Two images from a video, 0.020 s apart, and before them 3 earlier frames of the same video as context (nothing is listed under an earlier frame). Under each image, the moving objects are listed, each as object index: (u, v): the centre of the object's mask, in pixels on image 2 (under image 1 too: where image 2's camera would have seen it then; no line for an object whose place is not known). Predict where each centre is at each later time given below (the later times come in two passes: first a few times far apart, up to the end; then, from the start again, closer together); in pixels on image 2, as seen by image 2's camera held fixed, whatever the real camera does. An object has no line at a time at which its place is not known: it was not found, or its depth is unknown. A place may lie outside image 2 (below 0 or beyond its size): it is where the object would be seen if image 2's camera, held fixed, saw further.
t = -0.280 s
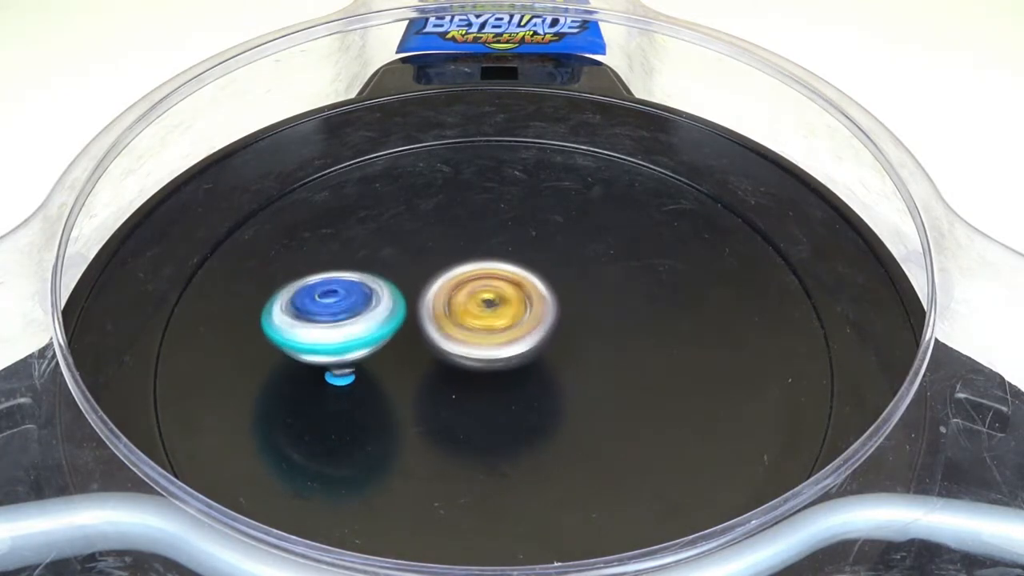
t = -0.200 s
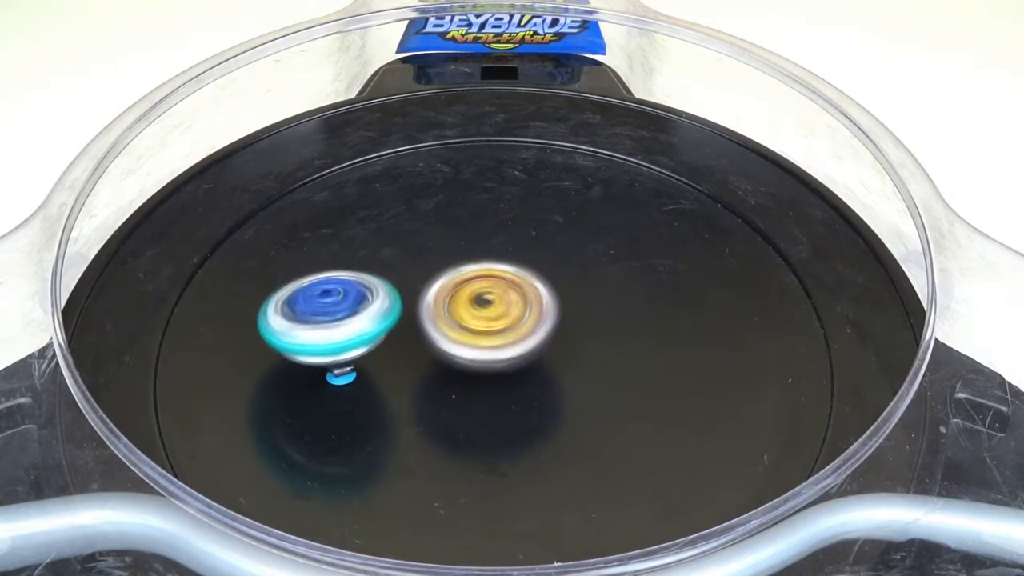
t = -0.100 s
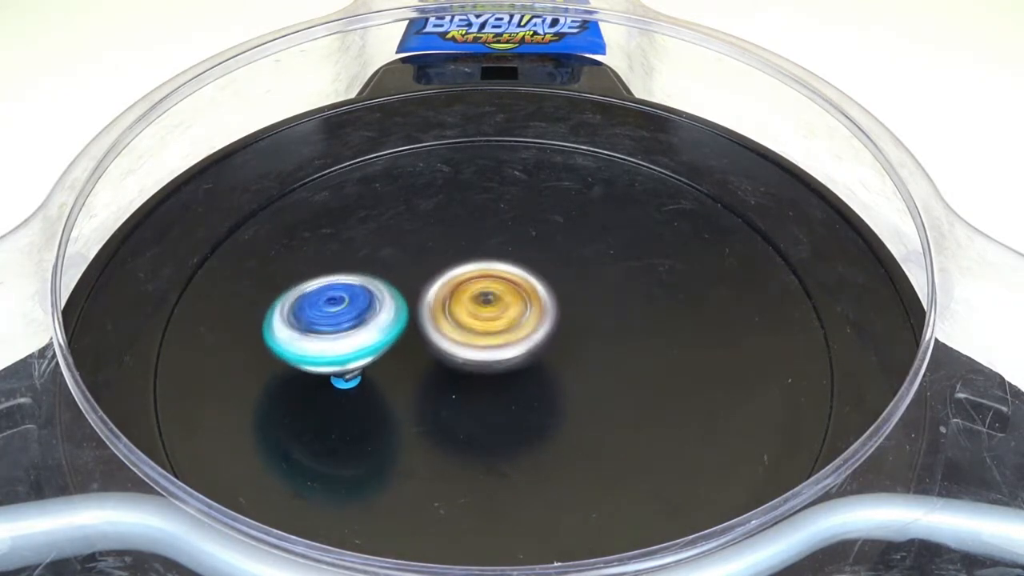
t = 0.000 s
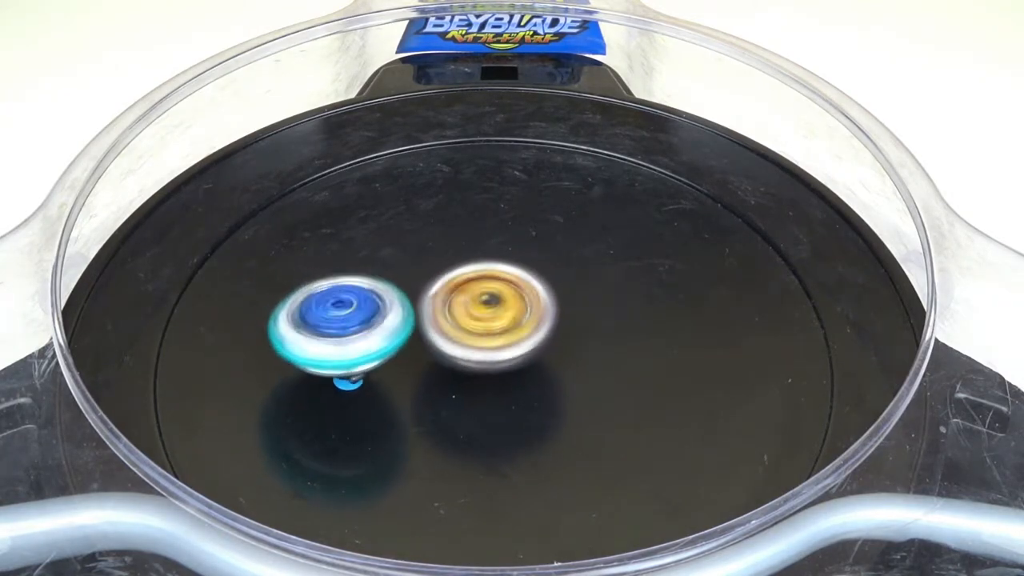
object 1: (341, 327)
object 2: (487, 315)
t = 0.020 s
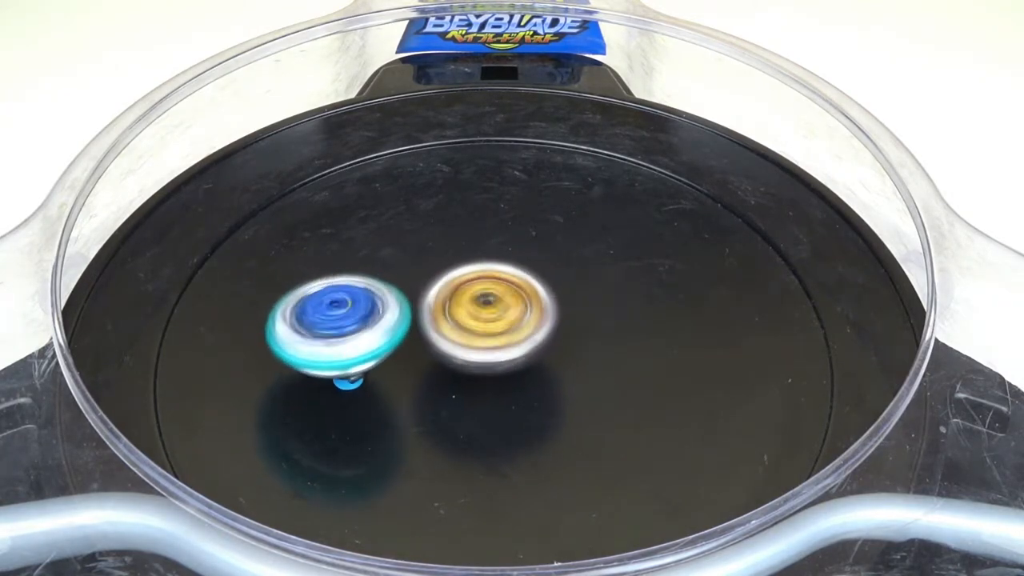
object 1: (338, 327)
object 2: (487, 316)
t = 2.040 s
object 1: (357, 342)
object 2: (530, 341)
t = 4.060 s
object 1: (344, 315)
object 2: (535, 334)
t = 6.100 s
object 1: (397, 328)
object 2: (533, 327)
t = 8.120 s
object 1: (389, 353)
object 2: (512, 332)
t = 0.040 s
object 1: (336, 325)
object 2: (488, 316)
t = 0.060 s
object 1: (338, 324)
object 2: (489, 316)
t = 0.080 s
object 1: (341, 324)
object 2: (488, 316)
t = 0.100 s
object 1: (344, 327)
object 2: (489, 317)
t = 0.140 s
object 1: (339, 328)
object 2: (490, 319)
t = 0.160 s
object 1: (339, 327)
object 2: (491, 319)
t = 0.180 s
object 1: (340, 327)
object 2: (491, 319)
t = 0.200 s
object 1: (344, 327)
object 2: (491, 319)
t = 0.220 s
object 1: (345, 329)
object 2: (491, 319)
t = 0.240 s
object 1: (342, 330)
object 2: (491, 321)
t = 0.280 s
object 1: (339, 329)
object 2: (493, 321)
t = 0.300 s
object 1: (342, 328)
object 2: (493, 321)
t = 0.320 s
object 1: (346, 330)
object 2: (493, 321)
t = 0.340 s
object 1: (344, 331)
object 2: (493, 321)
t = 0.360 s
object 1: (341, 332)
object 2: (494, 322)
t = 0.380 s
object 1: (339, 331)
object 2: (495, 322)
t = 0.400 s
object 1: (341, 330)
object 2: (496, 321)
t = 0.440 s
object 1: (347, 333)
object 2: (495, 321)
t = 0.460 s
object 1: (345, 334)
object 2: (496, 323)
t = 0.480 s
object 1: (343, 333)
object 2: (497, 322)
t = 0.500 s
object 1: (344, 333)
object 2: (497, 322)
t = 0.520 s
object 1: (348, 333)
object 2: (496, 322)
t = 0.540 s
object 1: (349, 335)
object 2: (496, 321)
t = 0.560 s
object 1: (347, 336)
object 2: (496, 322)
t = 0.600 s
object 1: (346, 335)
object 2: (498, 322)
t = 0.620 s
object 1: (350, 335)
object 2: (497, 321)
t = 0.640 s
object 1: (351, 337)
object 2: (497, 321)
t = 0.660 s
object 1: (350, 338)
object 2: (497, 322)
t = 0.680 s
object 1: (347, 338)
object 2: (498, 322)
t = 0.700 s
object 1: (348, 337)
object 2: (499, 322)
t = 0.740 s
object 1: (353, 338)
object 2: (497, 321)
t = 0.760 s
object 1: (352, 339)
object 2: (497, 322)
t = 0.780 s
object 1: (349, 341)
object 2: (498, 322)
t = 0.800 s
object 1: (350, 339)
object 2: (498, 321)
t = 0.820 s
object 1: (352, 338)
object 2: (497, 321)
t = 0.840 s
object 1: (354, 339)
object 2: (497, 321)
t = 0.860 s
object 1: (353, 341)
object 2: (497, 322)
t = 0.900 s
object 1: (353, 341)
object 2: (498, 321)
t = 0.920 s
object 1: (352, 340)
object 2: (497, 321)
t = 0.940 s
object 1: (354, 340)
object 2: (497, 321)
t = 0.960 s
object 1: (352, 341)
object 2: (498, 321)
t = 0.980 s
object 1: (351, 342)
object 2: (501, 321)
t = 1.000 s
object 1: (352, 340)
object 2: (502, 322)
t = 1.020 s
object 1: (356, 339)
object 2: (501, 323)
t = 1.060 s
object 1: (355, 343)
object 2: (505, 325)
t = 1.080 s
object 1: (355, 340)
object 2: (507, 324)
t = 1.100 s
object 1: (357, 339)
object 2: (507, 324)
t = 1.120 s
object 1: (358, 340)
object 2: (507, 325)
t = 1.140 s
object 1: (359, 344)
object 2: (508, 326)
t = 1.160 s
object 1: (358, 344)
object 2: (509, 327)
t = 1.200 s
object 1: (357, 341)
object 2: (509, 326)
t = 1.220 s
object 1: (359, 342)
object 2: (509, 326)
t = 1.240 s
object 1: (362, 343)
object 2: (509, 327)
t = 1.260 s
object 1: (362, 345)
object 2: (510, 327)
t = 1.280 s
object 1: (360, 345)
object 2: (510, 327)
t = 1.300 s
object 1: (358, 345)
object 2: (509, 327)
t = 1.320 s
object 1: (360, 344)
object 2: (509, 327)
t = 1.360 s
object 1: (364, 345)
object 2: (510, 327)
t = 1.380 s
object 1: (363, 348)
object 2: (509, 327)
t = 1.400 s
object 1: (362, 348)
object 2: (509, 326)
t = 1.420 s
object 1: (361, 347)
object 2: (509, 327)
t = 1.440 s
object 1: (362, 344)
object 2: (510, 327)
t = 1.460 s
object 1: (363, 345)
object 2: (510, 327)
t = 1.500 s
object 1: (359, 345)
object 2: (514, 323)
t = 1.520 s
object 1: (355, 348)
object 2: (515, 323)
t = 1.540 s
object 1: (352, 347)
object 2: (515, 324)
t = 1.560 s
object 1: (354, 344)
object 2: (517, 325)
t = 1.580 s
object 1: (357, 342)
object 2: (516, 326)
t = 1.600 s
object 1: (360, 343)
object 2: (516, 327)
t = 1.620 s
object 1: (360, 347)
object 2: (515, 329)
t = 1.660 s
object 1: (356, 347)
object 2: (514, 330)
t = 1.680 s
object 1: (355, 344)
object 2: (513, 331)
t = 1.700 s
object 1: (359, 344)
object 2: (513, 333)
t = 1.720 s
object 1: (363, 345)
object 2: (513, 333)
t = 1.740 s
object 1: (363, 347)
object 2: (513, 335)
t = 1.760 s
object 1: (360, 349)
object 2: (511, 336)
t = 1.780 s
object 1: (359, 348)
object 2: (511, 337)
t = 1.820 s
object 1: (360, 344)
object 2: (511, 338)
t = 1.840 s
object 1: (363, 345)
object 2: (511, 339)
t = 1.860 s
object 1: (363, 346)
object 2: (511, 341)
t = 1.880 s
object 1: (359, 348)
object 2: (514, 341)
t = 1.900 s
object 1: (356, 347)
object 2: (515, 343)
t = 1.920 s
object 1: (358, 344)
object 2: (516, 343)
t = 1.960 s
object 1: (366, 344)
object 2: (519, 343)
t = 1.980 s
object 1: (364, 346)
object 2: (521, 343)
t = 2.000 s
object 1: (359, 346)
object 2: (525, 342)
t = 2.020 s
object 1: (357, 345)
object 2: (528, 342)
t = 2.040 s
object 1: (357, 342)
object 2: (530, 341)
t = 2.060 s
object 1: (364, 340)
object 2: (531, 340)
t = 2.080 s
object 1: (369, 342)
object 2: (531, 339)
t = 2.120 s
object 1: (367, 345)
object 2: (532, 338)
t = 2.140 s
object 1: (365, 343)
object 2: (532, 337)
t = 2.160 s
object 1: (366, 340)
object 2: (531, 337)
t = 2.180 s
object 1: (370, 341)
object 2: (533, 336)
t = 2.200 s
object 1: (374, 342)
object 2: (532, 335)
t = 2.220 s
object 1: (374, 344)
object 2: (532, 334)
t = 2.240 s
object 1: (371, 346)
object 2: (532, 333)
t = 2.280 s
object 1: (370, 342)
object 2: (532, 331)
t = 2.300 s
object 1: (371, 341)
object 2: (531, 330)
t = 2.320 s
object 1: (377, 342)
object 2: (530, 328)
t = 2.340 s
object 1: (378, 344)
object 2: (530, 327)
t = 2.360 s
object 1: (376, 345)
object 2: (528, 325)
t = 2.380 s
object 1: (375, 347)
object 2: (526, 325)
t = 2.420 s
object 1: (372, 342)
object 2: (523, 323)
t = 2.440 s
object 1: (375, 342)
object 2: (522, 321)
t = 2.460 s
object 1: (379, 343)
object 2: (521, 321)
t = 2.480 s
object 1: (381, 344)
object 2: (520, 320)
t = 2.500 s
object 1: (379, 346)
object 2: (518, 318)
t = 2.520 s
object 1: (379, 345)
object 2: (516, 317)
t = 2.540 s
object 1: (377, 341)
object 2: (515, 315)
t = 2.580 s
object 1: (366, 328)
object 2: (518, 319)
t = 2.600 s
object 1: (366, 324)
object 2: (518, 321)
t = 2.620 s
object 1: (374, 322)
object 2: (519, 324)
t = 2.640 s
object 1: (378, 320)
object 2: (522, 325)
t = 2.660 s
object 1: (377, 320)
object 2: (524, 327)
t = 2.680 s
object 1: (381, 320)
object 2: (525, 330)
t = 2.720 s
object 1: (379, 322)
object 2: (526, 333)
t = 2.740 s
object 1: (378, 321)
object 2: (526, 335)
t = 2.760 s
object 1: (378, 321)
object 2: (526, 337)
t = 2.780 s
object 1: (381, 320)
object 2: (526, 340)
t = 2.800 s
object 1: (370, 309)
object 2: (535, 349)
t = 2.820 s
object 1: (361, 305)
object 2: (542, 356)
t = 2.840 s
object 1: (360, 299)
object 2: (549, 361)
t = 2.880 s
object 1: (361, 303)
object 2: (553, 369)
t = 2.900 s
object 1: (364, 304)
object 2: (553, 372)
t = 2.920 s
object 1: (366, 306)
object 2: (554, 374)
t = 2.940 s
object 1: (366, 307)
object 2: (556, 376)
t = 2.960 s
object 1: (363, 309)
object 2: (556, 378)
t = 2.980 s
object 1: (361, 309)
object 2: (556, 380)
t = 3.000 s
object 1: (359, 308)
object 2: (556, 383)
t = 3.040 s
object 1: (361, 307)
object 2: (556, 385)
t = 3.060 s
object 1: (364, 308)
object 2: (555, 386)
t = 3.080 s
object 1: (365, 309)
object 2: (553, 387)
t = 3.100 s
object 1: (365, 310)
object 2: (552, 388)
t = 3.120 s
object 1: (363, 311)
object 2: (549, 389)
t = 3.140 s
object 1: (361, 311)
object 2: (549, 389)
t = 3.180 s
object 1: (360, 311)
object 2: (545, 388)
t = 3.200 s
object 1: (362, 311)
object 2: (542, 388)
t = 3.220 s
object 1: (362, 311)
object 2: (539, 388)
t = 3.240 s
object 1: (362, 312)
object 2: (539, 387)
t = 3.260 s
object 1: (361, 313)
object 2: (535, 386)
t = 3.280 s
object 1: (361, 313)
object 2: (533, 385)
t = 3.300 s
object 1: (359, 313)
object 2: (530, 384)
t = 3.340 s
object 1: (361, 312)
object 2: (524, 381)
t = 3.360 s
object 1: (362, 312)
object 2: (520, 380)
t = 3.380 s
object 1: (364, 313)
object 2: (517, 378)
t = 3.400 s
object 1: (362, 314)
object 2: (513, 377)
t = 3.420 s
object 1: (361, 316)
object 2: (510, 375)
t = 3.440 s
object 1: (359, 314)
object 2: (507, 373)
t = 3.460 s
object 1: (359, 314)
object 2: (503, 371)
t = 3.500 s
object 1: (359, 313)
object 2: (498, 367)
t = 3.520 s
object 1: (358, 311)
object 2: (497, 366)
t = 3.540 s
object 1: (360, 310)
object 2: (497, 365)
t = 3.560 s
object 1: (358, 308)
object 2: (502, 366)
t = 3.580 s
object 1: (356, 300)
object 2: (515, 370)
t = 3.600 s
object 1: (351, 296)
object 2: (523, 373)
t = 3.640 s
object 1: (347, 295)
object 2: (533, 376)
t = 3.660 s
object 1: (351, 295)
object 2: (536, 375)
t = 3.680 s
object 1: (354, 297)
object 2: (536, 374)
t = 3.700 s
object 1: (357, 299)
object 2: (537, 373)
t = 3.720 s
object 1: (356, 303)
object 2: (539, 370)
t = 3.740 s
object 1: (352, 305)
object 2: (540, 369)
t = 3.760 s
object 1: (347, 305)
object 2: (542, 366)
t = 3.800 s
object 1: (345, 302)
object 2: (543, 361)
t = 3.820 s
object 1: (349, 302)
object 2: (543, 359)
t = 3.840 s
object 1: (352, 304)
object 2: (543, 357)
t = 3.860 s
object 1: (355, 308)
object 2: (543, 354)
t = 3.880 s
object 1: (353, 310)
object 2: (543, 353)
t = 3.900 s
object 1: (350, 310)
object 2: (542, 350)
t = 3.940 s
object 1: (346, 308)
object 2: (543, 345)
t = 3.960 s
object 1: (346, 308)
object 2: (540, 343)
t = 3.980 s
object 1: (347, 308)
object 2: (541, 341)
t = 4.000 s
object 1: (348, 311)
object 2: (539, 339)
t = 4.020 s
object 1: (346, 313)
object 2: (538, 338)
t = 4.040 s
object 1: (346, 316)
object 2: (536, 335)
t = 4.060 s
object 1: (344, 315)
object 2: (535, 334)
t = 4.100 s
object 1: (341, 314)
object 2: (532, 331)
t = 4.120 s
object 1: (342, 314)
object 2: (532, 329)
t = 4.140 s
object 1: (341, 316)
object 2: (530, 328)
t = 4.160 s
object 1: (341, 318)
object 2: (530, 326)
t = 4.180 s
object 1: (339, 320)
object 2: (527, 325)
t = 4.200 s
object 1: (339, 318)
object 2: (526, 324)
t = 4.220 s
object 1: (339, 318)
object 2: (524, 323)
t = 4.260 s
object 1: (338, 318)
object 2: (521, 322)
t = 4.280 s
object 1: (335, 318)
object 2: (519, 322)
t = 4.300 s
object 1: (332, 318)
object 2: (519, 320)
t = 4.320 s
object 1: (328, 317)
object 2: (517, 319)
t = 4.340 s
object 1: (326, 315)
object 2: (516, 317)
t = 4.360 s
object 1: (325, 315)
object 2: (514, 317)
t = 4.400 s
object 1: (326, 311)
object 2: (511, 315)
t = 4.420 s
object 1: (326, 309)
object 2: (511, 314)
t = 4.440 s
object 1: (326, 309)
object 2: (508, 313)
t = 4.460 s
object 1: (326, 307)
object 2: (507, 312)
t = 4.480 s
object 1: (326, 307)
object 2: (506, 311)
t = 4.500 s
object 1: (326, 306)
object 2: (505, 311)
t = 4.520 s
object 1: (327, 305)
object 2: (505, 309)
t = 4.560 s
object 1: (329, 301)
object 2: (504, 307)
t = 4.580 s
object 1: (332, 299)
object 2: (502, 307)
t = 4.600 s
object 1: (334, 297)
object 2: (502, 306)
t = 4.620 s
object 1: (336, 296)
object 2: (500, 306)
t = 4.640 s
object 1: (339, 295)
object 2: (500, 304)
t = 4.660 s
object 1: (340, 294)
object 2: (498, 304)
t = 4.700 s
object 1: (343, 292)
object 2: (496, 303)
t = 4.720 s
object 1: (345, 291)
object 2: (496, 304)
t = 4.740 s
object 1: (349, 289)
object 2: (494, 303)
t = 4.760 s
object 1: (352, 288)
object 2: (494, 303)
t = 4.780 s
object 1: (355, 288)
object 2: (493, 303)
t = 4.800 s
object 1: (359, 287)
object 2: (493, 304)
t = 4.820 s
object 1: (362, 287)
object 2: (493, 303)
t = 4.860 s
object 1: (361, 282)
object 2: (498, 308)
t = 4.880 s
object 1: (356, 280)
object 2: (503, 312)
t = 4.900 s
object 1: (356, 270)
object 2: (505, 314)
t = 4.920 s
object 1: (355, 268)
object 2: (507, 316)
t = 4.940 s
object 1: (356, 274)
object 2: (508, 318)
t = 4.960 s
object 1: (358, 281)
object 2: (509, 320)
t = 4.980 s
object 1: (363, 280)
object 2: (510, 321)
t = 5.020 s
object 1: (375, 295)
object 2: (511, 324)
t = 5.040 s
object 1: (378, 296)
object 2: (520, 329)
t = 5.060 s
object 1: (381, 292)
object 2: (531, 334)
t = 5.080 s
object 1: (384, 293)
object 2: (536, 337)
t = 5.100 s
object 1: (387, 291)
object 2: (541, 339)
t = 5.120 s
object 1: (393, 290)
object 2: (544, 341)
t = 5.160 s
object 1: (402, 304)
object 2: (551, 344)
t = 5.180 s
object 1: (407, 306)
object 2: (554, 345)
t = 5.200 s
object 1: (411, 312)
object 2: (556, 347)
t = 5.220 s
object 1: (415, 316)
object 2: (559, 348)
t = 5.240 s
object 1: (420, 321)
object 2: (561, 350)
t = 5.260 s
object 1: (422, 327)
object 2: (564, 351)
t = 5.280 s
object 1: (422, 330)
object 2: (565, 353)
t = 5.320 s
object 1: (415, 339)
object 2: (568, 356)
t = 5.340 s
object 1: (409, 341)
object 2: (570, 357)
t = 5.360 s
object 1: (403, 344)
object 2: (570, 358)
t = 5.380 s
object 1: (401, 345)
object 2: (572, 359)
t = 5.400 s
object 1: (396, 346)
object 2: (572, 360)
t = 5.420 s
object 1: (392, 349)
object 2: (573, 361)
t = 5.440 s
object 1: (389, 351)
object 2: (572, 361)
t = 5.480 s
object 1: (379, 350)
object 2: (572, 363)
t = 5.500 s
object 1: (377, 347)
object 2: (571, 363)
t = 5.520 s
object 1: (376, 350)
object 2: (569, 364)
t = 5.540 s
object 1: (371, 348)
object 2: (568, 364)
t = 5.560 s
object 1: (370, 345)
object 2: (566, 364)
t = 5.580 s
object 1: (369, 349)
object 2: (564, 363)
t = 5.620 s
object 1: (371, 348)
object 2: (559, 363)
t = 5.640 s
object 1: (376, 350)
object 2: (556, 363)
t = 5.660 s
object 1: (379, 354)
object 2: (554, 362)
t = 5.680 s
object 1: (383, 353)
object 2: (550, 362)
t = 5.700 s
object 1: (388, 358)
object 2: (548, 361)
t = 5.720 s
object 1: (394, 358)
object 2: (546, 361)
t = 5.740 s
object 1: (392, 356)
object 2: (549, 360)
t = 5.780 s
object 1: (391, 352)
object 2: (549, 358)
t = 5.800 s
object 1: (393, 346)
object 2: (548, 356)
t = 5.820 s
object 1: (393, 343)
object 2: (547, 355)
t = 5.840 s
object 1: (396, 345)
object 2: (546, 353)
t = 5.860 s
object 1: (399, 337)
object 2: (545, 351)
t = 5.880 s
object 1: (401, 339)
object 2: (542, 349)
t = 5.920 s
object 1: (399, 335)
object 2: (538, 346)
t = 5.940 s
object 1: (397, 336)
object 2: (536, 344)
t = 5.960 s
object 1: (399, 339)
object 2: (534, 342)
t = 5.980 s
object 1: (398, 337)
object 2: (535, 340)
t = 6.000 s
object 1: (397, 336)
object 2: (535, 338)
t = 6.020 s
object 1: (395, 335)
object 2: (535, 337)
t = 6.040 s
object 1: (397, 332)
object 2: (534, 334)
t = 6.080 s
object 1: (397, 331)
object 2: (533, 330)
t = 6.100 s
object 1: (397, 328)
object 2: (533, 327)
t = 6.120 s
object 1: (397, 332)
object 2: (532, 325)
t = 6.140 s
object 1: (398, 330)
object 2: (532, 323)
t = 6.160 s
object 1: (397, 334)
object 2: (531, 320)
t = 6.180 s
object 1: (397, 333)
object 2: (531, 318)
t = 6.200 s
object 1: (399, 332)
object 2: (530, 316)
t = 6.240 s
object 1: (402, 337)
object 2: (529, 312)
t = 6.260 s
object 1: (403, 337)
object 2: (529, 309)
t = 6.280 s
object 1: (403, 345)
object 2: (529, 307)
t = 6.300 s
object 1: (405, 345)
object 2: (528, 305)
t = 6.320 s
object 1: (411, 344)
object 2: (529, 304)
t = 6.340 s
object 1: (415, 350)
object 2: (528, 302)
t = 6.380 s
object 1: (423, 354)
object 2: (528, 297)
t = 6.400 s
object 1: (429, 358)
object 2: (528, 296)
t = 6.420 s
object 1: (430, 364)
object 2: (528, 295)
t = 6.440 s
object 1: (430, 370)
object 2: (530, 292)
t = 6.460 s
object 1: (431, 373)
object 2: (532, 291)
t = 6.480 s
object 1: (436, 374)
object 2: (533, 289)
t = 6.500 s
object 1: (441, 380)
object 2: (534, 288)
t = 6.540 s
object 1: (446, 388)
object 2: (534, 284)
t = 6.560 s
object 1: (447, 391)
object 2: (533, 285)
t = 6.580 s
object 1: (449, 393)
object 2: (534, 285)
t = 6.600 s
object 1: (454, 394)
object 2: (532, 284)
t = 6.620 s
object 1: (457, 397)
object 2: (533, 284)
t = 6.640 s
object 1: (459, 400)
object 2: (532, 284)
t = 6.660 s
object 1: (459, 403)
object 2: (531, 282)
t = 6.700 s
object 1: (457, 406)
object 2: (531, 283)
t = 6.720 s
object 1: (458, 408)
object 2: (531, 283)
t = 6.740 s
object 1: (459, 408)
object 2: (530, 284)
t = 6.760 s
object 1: (461, 408)
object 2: (529, 285)
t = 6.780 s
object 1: (462, 408)
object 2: (527, 286)
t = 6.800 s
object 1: (462, 408)
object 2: (527, 287)
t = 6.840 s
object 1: (463, 406)
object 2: (525, 288)
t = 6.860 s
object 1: (464, 404)
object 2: (524, 289)
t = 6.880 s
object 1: (463, 403)
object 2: (524, 290)
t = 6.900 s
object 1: (462, 400)
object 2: (524, 291)
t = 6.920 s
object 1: (462, 397)
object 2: (523, 291)
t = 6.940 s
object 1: (463, 394)
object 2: (523, 292)
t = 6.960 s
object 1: (461, 391)
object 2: (524, 292)
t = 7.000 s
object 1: (445, 386)
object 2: (527, 294)
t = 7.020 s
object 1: (444, 384)
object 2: (529, 296)
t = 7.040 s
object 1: (444, 380)
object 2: (528, 296)
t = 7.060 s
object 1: (444, 378)
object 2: (529, 296)
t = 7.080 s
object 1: (441, 377)
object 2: (531, 297)
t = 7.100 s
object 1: (435, 379)
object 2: (531, 297)
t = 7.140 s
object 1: (427, 376)
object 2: (532, 299)
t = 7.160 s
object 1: (424, 375)
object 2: (532, 300)
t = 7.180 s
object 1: (420, 374)
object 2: (532, 302)
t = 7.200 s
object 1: (417, 373)
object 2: (531, 302)
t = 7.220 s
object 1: (414, 373)
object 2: (532, 302)
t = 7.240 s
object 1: (412, 371)
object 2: (531, 303)
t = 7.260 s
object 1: (410, 370)
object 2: (530, 304)
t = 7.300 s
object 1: (407, 368)
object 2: (529, 307)
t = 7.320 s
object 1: (405, 367)
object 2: (529, 308)
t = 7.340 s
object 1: (404, 366)
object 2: (528, 309)
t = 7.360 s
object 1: (403, 364)
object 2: (528, 309)
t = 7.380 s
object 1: (402, 363)
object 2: (525, 311)
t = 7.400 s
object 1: (401, 363)
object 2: (524, 312)
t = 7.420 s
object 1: (401, 363)
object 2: (523, 314)
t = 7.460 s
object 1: (402, 364)
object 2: (522, 315)
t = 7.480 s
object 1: (403, 365)
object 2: (521, 316)
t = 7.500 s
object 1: (404, 365)
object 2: (520, 317)
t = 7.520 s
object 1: (400, 366)
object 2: (520, 317)
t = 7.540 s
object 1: (398, 368)
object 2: (521, 317)
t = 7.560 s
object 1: (398, 368)
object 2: (523, 317)
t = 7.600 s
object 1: (401, 368)
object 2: (522, 319)
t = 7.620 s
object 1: (402, 368)
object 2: (519, 320)
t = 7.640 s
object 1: (402, 369)
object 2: (519, 320)
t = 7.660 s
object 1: (402, 369)
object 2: (518, 321)
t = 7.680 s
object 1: (402, 369)
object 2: (518, 321)
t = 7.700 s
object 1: (402, 369)
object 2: (518, 321)
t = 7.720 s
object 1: (402, 369)
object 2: (516, 322)
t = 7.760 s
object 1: (401, 368)
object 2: (515, 324)
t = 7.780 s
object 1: (399, 367)
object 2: (517, 324)
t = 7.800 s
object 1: (394, 365)
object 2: (518, 325)
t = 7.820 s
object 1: (392, 365)
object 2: (517, 326)
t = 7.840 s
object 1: (391, 362)
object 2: (517, 327)
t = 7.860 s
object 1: (391, 361)
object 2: (518, 328)
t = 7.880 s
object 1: (391, 360)
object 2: (518, 327)
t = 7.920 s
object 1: (391, 358)
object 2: (517, 329)
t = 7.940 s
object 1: (390, 357)
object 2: (517, 329)
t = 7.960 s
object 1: (390, 357)
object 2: (517, 330)
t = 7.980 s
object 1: (390, 356)
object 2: (517, 330)
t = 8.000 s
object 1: (390, 355)
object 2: (517, 331)
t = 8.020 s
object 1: (389, 355)
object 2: (514, 331)
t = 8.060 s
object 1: (389, 353)
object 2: (516, 331)
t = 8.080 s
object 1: (389, 353)
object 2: (514, 331)
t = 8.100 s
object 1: (389, 353)
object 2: (513, 332)
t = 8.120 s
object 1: (389, 353)
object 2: (512, 332)
